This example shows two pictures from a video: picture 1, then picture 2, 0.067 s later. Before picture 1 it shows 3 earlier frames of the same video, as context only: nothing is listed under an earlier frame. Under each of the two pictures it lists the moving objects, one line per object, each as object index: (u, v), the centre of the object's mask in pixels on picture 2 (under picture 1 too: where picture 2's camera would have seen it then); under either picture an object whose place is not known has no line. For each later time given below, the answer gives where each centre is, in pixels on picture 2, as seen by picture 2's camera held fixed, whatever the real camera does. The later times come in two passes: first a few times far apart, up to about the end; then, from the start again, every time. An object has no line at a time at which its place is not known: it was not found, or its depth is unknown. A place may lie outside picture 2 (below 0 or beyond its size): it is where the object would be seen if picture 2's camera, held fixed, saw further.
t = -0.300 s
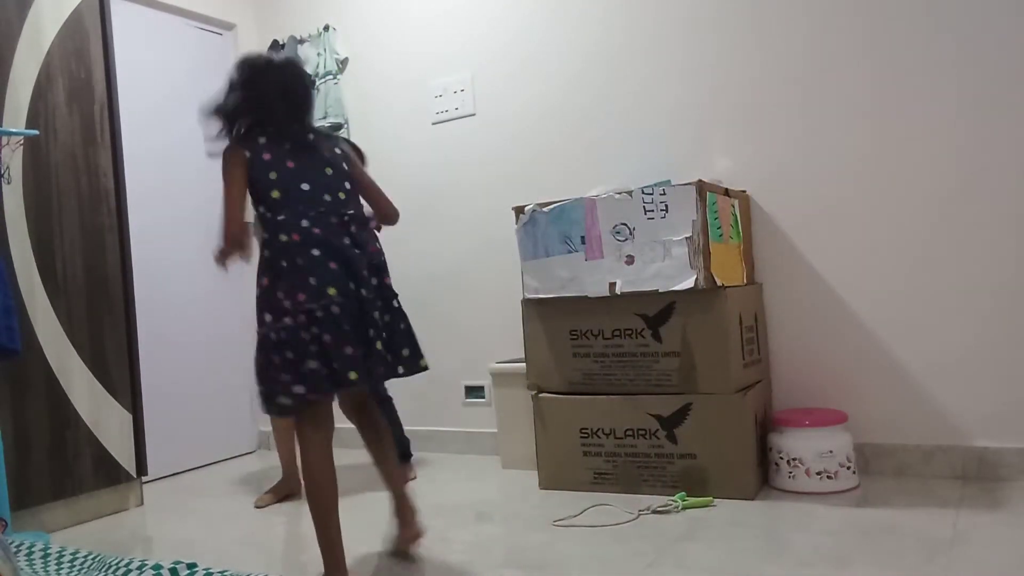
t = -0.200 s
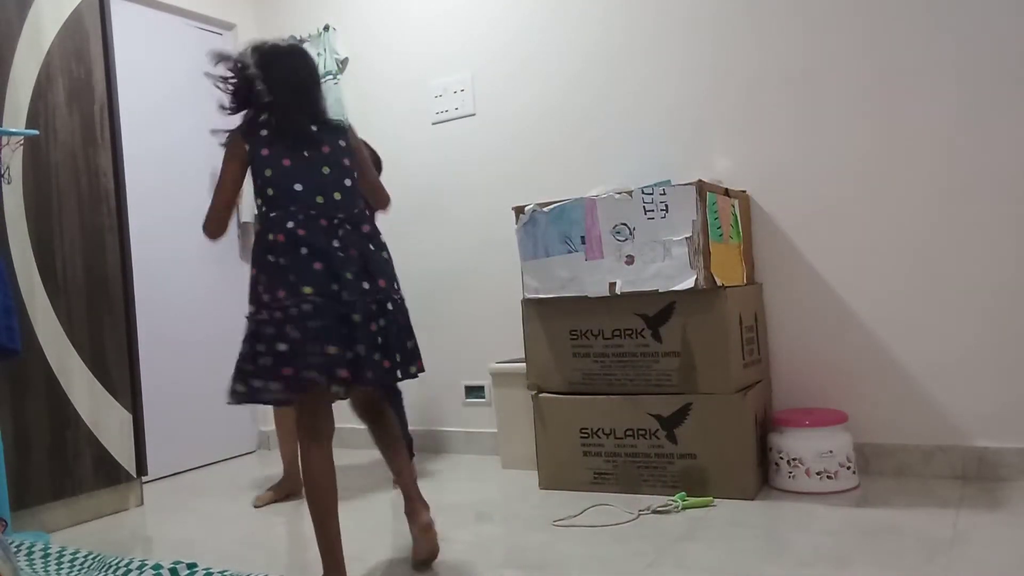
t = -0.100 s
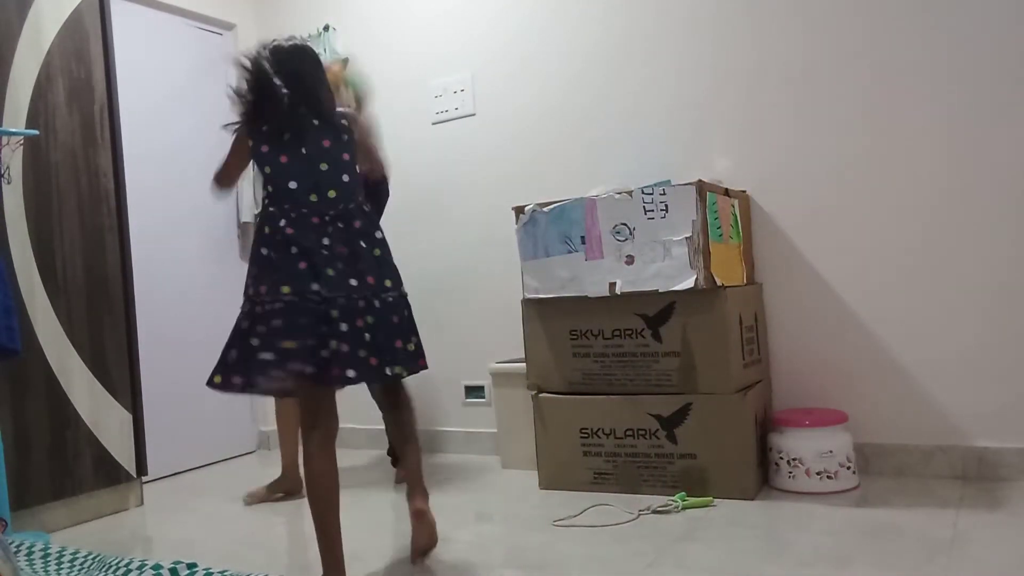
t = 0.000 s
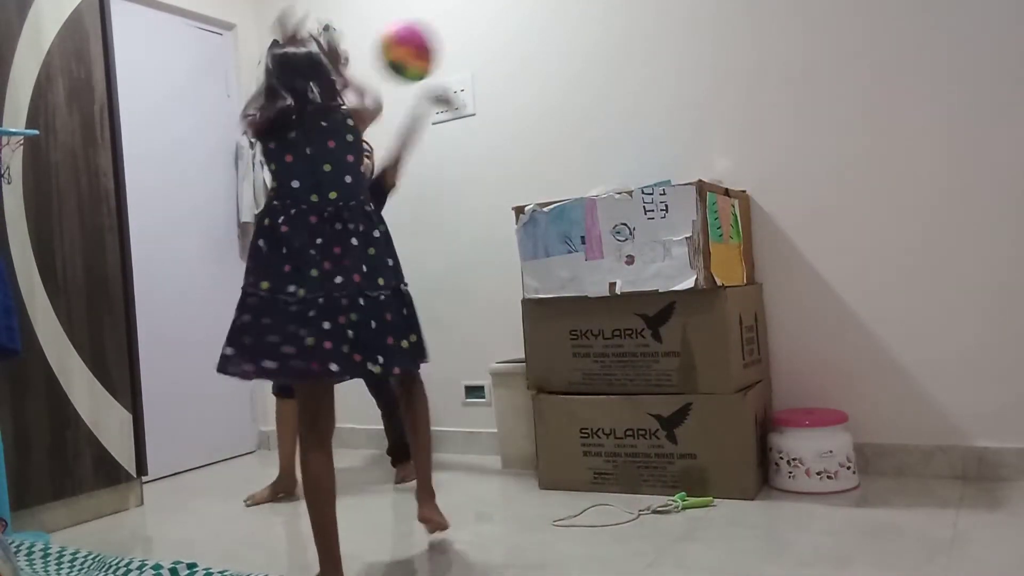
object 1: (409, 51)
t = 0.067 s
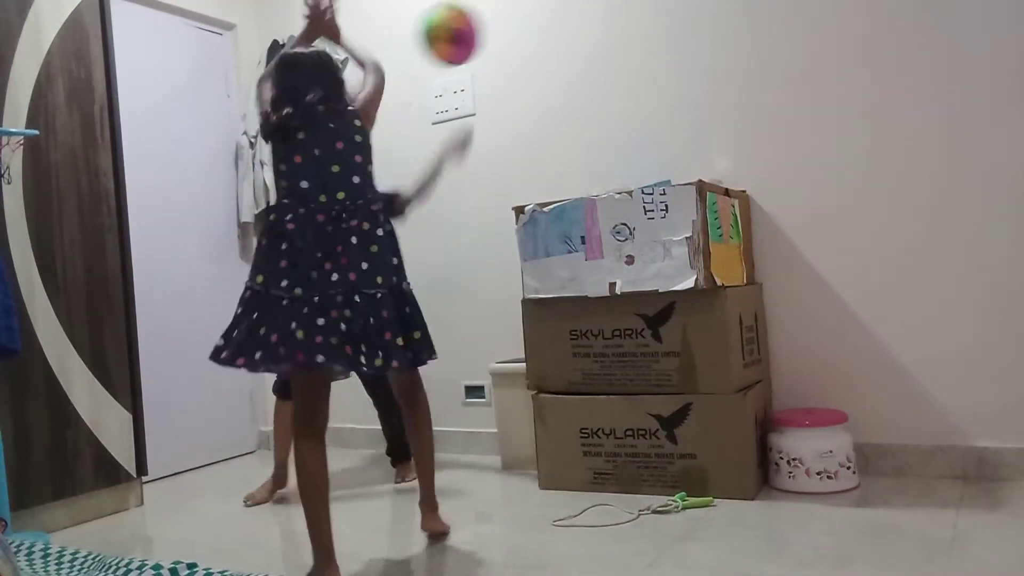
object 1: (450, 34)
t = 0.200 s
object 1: (547, 25)
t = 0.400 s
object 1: (706, 113)
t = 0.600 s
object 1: (880, 348)
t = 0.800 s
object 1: (1009, 317)
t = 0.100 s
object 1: (472, 29)
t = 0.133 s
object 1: (496, 26)
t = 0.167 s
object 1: (521, 24)
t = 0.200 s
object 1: (547, 25)
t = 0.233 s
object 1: (573, 29)
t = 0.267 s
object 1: (601, 38)
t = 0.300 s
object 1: (629, 54)
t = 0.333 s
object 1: (654, 72)
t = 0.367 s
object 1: (679, 91)
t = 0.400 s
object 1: (706, 113)
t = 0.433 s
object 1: (734, 137)
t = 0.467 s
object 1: (766, 170)
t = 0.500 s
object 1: (795, 209)
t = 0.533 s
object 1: (825, 252)
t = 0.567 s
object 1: (854, 298)
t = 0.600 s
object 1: (880, 348)
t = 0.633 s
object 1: (908, 398)
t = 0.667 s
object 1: (936, 449)
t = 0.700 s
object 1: (962, 437)
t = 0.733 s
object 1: (986, 392)
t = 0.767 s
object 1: (998, 354)
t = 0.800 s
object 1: (1009, 317)
